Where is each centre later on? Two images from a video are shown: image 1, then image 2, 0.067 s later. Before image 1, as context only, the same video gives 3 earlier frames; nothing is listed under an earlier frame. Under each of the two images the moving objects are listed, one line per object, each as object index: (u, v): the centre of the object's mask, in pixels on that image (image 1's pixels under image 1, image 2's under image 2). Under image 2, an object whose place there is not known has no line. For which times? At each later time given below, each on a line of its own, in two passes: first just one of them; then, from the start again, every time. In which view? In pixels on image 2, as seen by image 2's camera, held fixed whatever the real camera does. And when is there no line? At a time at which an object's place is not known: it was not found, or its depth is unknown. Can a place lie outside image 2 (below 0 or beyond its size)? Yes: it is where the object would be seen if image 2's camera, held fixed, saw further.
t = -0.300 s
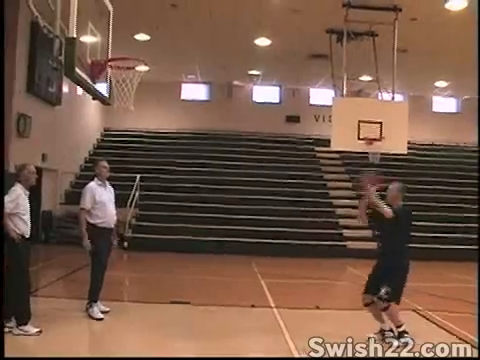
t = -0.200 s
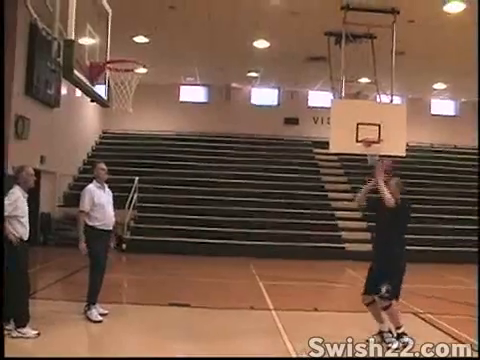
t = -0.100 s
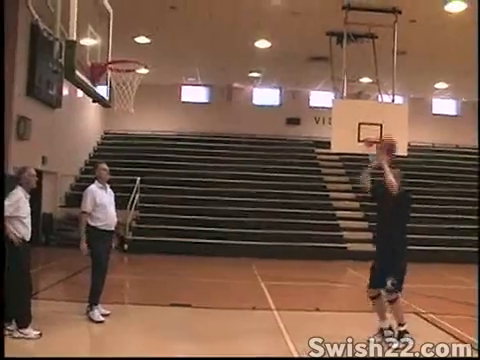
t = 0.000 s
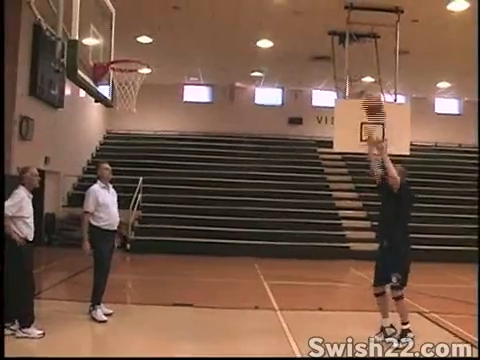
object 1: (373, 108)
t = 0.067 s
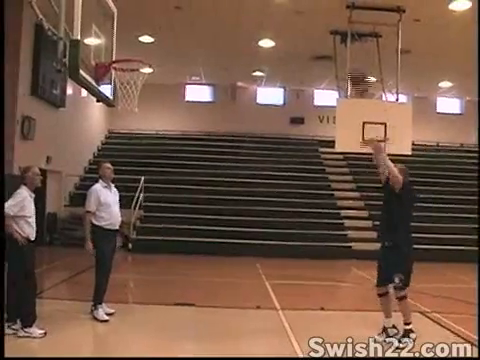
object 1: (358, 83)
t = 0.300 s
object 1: (301, 10)
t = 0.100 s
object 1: (350, 68)
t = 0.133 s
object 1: (342, 53)
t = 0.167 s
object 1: (334, 42)
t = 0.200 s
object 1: (325, 33)
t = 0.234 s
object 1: (317, 23)
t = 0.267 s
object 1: (309, 16)
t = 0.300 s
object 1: (301, 10)
